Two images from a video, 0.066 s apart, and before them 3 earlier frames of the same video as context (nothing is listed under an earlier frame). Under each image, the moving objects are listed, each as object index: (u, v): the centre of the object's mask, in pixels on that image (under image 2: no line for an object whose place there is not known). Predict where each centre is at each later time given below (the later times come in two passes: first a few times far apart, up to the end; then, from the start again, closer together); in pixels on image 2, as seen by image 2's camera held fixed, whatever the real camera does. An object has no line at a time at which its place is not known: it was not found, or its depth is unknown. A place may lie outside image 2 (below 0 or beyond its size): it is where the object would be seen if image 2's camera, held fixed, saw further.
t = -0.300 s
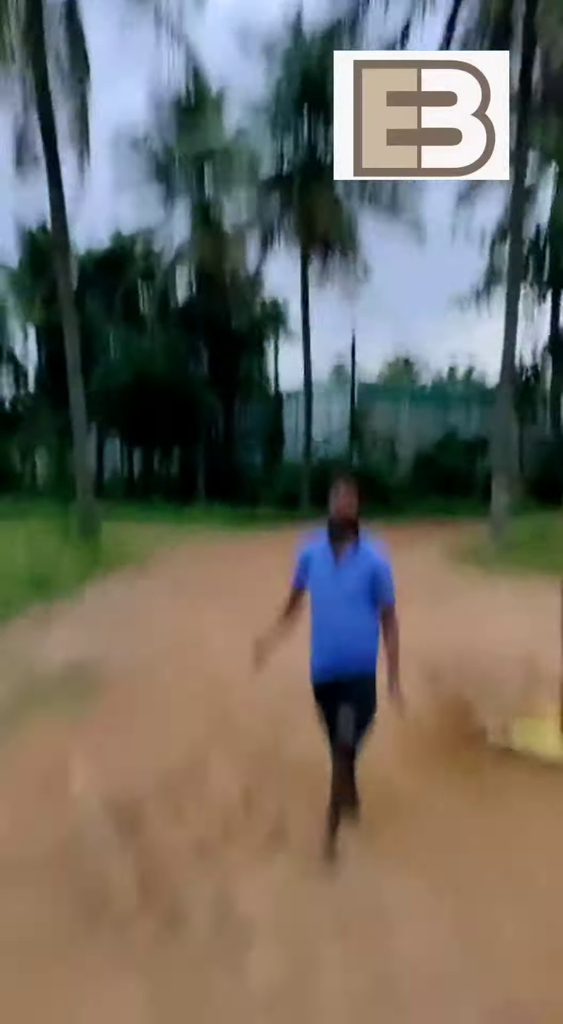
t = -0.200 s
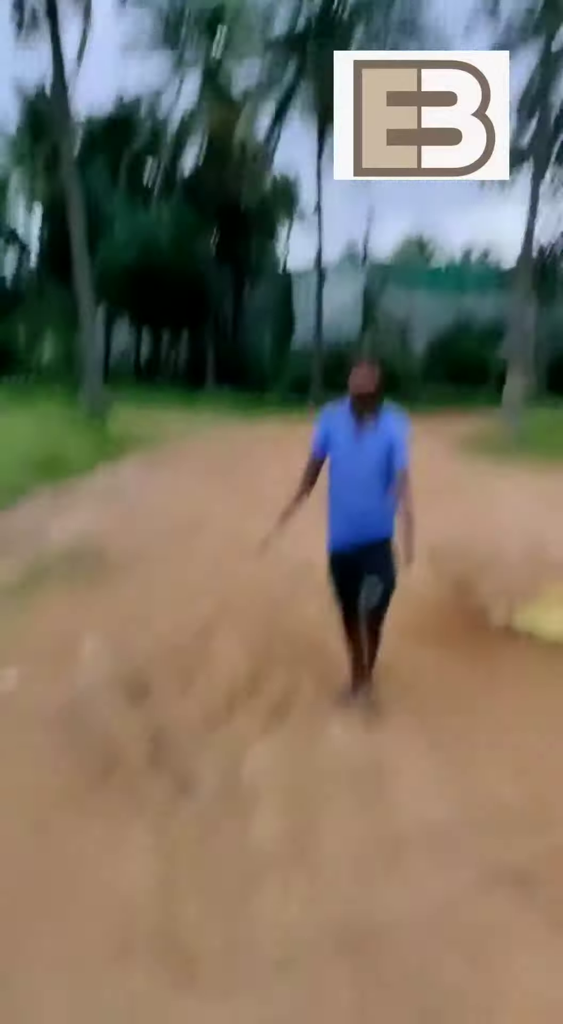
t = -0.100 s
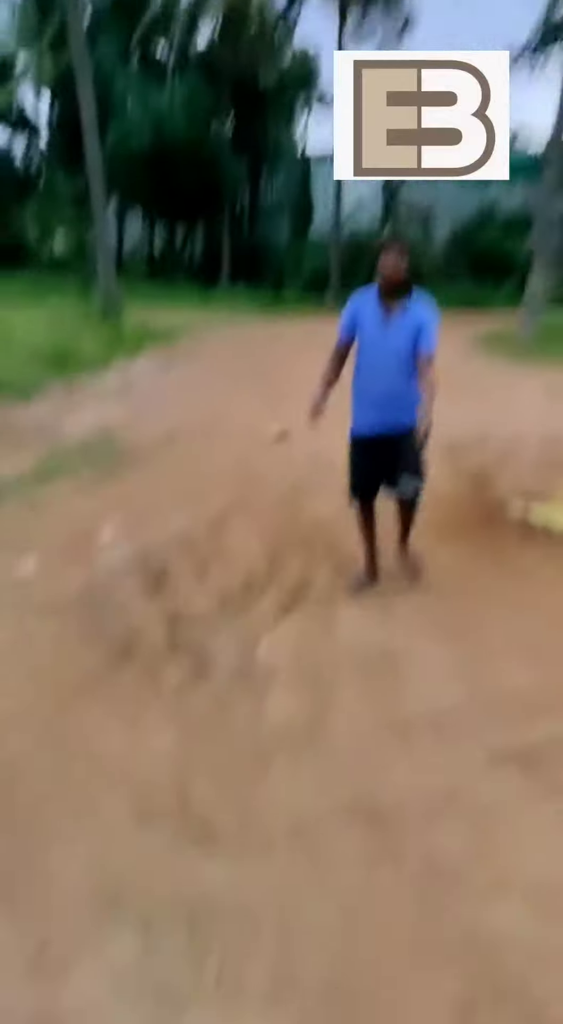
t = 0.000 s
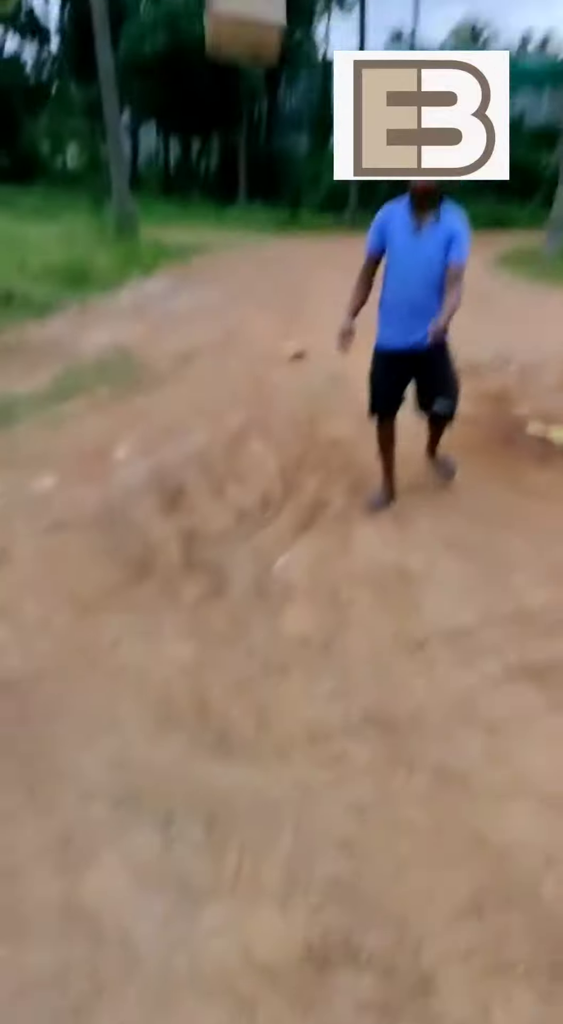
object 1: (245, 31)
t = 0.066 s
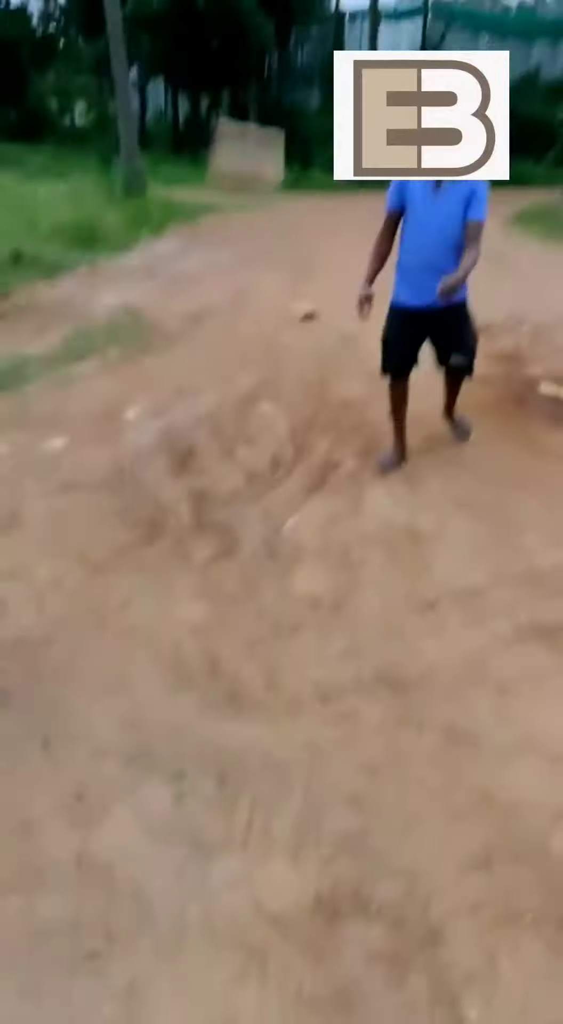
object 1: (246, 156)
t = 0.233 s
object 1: (229, 597)
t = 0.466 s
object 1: (229, 561)
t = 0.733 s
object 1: (213, 557)
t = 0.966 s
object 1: (199, 566)
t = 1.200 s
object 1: (197, 567)
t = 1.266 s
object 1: (197, 566)
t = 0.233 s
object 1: (229, 597)
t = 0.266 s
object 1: (229, 591)
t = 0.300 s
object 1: (228, 578)
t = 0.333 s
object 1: (230, 572)
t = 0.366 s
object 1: (233, 571)
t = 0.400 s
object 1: (230, 568)
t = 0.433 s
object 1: (229, 563)
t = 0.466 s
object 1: (229, 561)
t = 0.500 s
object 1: (229, 558)
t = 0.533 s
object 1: (230, 556)
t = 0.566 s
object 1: (227, 555)
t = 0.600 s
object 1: (225, 556)
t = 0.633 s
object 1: (220, 556)
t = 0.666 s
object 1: (218, 557)
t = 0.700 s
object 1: (215, 556)
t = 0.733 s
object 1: (213, 557)
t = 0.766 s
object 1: (212, 557)
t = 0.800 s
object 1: (210, 559)
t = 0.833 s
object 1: (208, 561)
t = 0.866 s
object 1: (206, 563)
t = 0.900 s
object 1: (203, 565)
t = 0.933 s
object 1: (200, 566)
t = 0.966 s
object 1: (199, 566)
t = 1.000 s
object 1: (197, 566)
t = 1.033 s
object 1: (196, 566)
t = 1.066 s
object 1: (197, 566)
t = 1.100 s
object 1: (197, 566)
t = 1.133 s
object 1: (197, 566)
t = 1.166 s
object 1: (197, 567)
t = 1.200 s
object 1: (197, 567)
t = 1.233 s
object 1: (196, 566)
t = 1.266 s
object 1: (197, 566)
